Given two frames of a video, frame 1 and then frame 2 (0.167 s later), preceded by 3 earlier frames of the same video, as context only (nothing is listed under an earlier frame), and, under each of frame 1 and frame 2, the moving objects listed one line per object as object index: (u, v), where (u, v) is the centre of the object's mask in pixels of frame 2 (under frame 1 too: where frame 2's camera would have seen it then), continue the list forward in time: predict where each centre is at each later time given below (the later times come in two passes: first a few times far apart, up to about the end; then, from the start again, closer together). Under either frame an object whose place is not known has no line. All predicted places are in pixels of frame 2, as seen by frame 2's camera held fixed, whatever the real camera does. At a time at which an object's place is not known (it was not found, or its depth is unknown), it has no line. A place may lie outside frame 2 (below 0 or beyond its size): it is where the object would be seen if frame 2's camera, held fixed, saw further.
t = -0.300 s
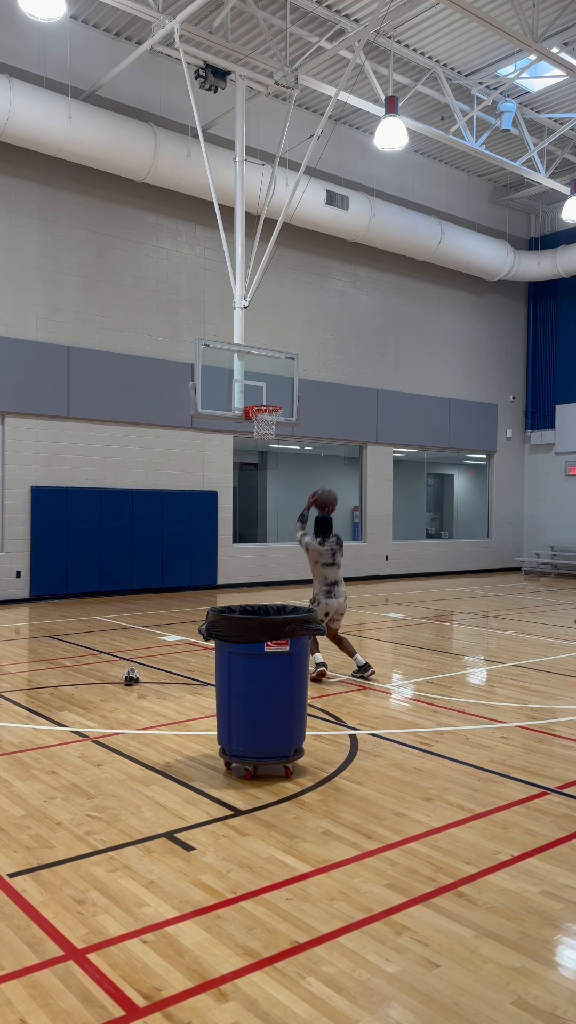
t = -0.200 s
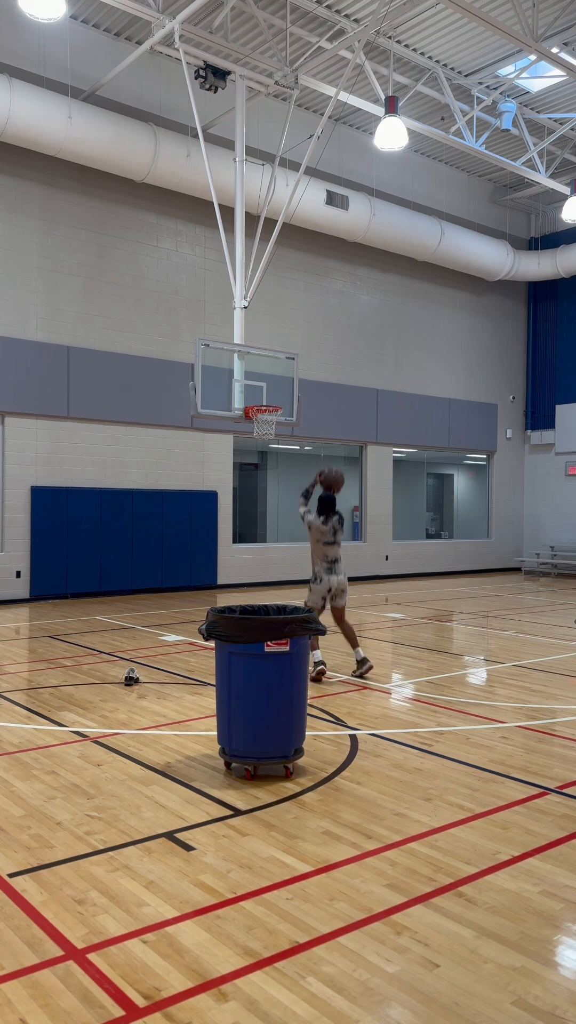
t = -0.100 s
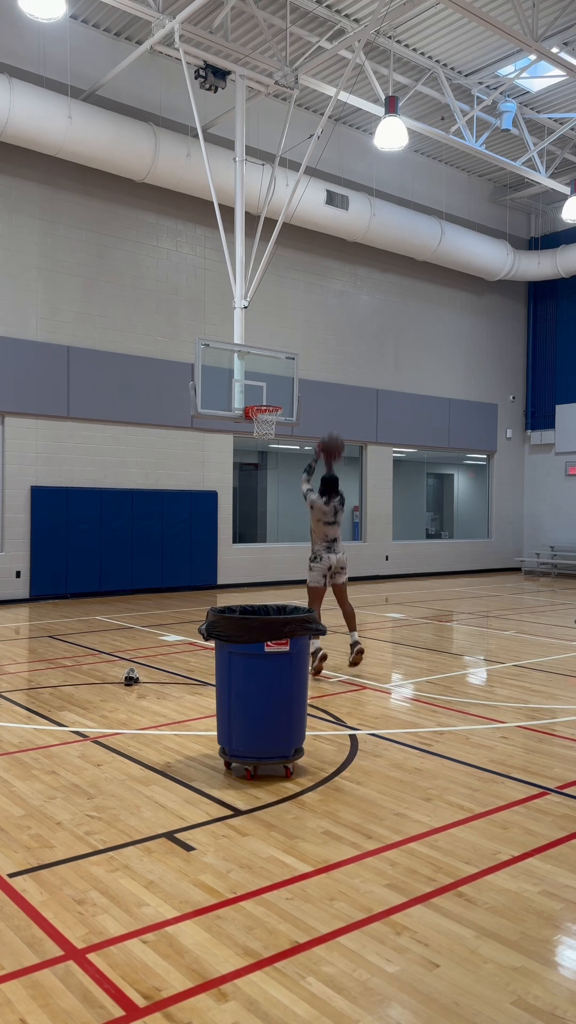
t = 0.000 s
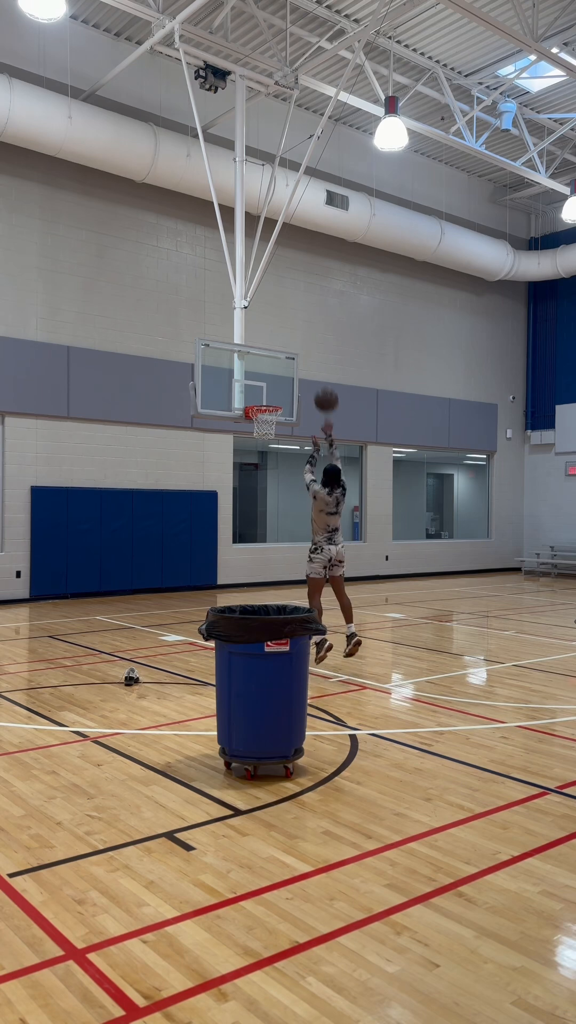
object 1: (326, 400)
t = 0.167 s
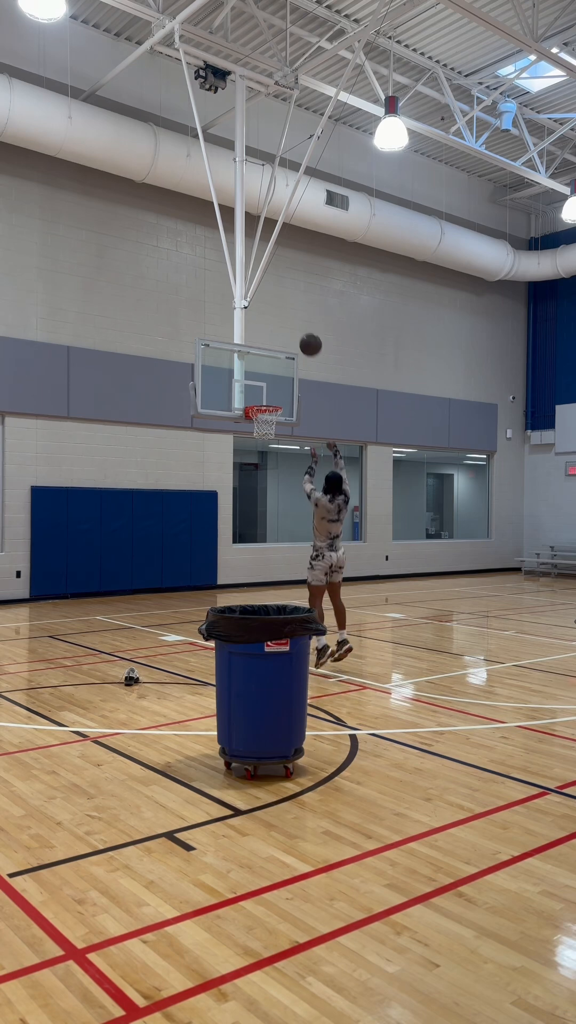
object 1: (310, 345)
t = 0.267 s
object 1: (302, 328)
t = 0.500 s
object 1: (286, 324)
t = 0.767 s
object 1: (270, 367)
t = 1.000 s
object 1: (260, 428)
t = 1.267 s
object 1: (264, 475)
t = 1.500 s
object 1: (267, 553)
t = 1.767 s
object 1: (274, 563)
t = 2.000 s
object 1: (283, 520)
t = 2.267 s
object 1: (294, 513)
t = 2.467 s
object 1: (301, 537)
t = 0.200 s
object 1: (307, 338)
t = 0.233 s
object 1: (305, 332)
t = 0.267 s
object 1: (302, 328)
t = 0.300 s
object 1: (300, 324)
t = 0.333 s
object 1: (297, 322)
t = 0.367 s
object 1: (295, 320)
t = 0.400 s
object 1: (292, 320)
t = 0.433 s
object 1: (290, 320)
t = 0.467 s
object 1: (288, 322)
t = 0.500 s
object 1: (286, 324)
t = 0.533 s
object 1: (284, 327)
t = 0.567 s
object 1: (281, 331)
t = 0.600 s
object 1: (279, 335)
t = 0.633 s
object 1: (277, 340)
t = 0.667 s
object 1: (275, 346)
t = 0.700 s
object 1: (273, 353)
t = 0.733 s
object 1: (271, 360)
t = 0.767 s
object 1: (270, 367)
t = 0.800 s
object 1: (268, 375)
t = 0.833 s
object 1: (266, 384)
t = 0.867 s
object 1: (264, 394)
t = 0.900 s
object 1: (263, 401)
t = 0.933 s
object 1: (262, 413)
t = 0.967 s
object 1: (263, 421)
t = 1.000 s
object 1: (260, 428)
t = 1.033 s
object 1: (261, 430)
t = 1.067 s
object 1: (261, 434)
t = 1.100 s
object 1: (262, 439)
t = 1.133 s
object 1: (262, 445)
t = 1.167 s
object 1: (263, 452)
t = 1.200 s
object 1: (263, 459)
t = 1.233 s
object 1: (264, 467)
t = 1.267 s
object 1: (264, 475)
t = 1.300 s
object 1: (265, 485)
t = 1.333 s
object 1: (265, 494)
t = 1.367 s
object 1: (266, 505)
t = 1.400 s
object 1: (266, 516)
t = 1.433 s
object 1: (266, 528)
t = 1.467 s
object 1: (267, 541)
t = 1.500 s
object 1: (267, 553)
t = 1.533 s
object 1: (267, 566)
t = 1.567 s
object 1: (267, 579)
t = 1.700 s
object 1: (271, 581)
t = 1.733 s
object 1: (273, 572)
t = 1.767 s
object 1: (274, 563)
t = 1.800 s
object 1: (275, 555)
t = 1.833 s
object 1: (277, 547)
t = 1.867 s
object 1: (278, 540)
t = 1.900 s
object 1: (279, 534)
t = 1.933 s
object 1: (281, 529)
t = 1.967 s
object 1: (282, 524)
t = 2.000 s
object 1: (283, 520)
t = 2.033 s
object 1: (285, 516)
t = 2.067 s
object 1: (286, 514)
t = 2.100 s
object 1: (287, 512)
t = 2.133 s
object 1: (289, 510)
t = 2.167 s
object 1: (290, 510)
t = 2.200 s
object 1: (291, 510)
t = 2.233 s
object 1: (293, 511)
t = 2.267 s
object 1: (294, 513)
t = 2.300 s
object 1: (295, 515)
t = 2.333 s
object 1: (296, 518)
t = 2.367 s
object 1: (297, 522)
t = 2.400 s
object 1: (299, 526)
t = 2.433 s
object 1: (300, 531)
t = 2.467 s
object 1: (301, 537)
